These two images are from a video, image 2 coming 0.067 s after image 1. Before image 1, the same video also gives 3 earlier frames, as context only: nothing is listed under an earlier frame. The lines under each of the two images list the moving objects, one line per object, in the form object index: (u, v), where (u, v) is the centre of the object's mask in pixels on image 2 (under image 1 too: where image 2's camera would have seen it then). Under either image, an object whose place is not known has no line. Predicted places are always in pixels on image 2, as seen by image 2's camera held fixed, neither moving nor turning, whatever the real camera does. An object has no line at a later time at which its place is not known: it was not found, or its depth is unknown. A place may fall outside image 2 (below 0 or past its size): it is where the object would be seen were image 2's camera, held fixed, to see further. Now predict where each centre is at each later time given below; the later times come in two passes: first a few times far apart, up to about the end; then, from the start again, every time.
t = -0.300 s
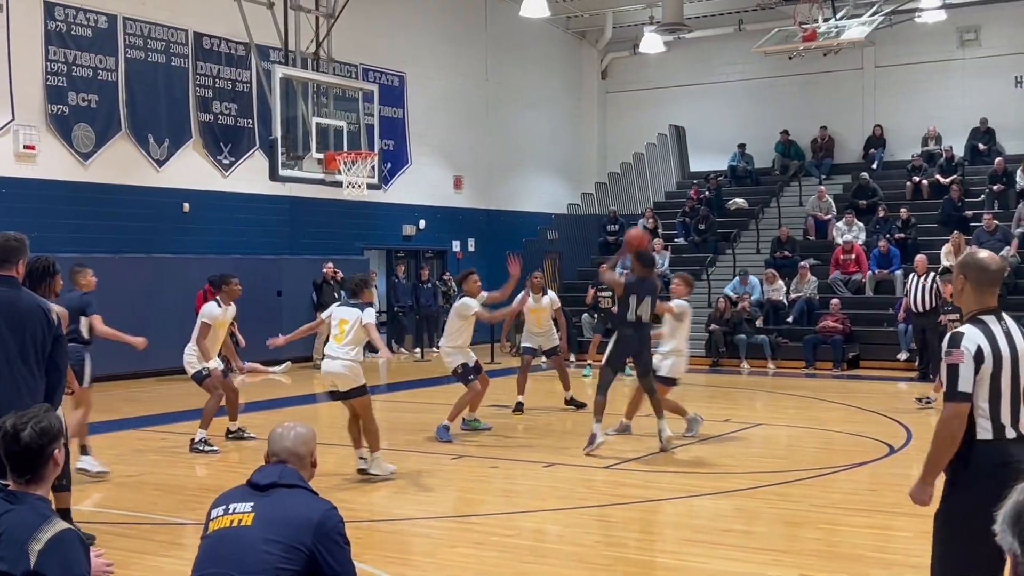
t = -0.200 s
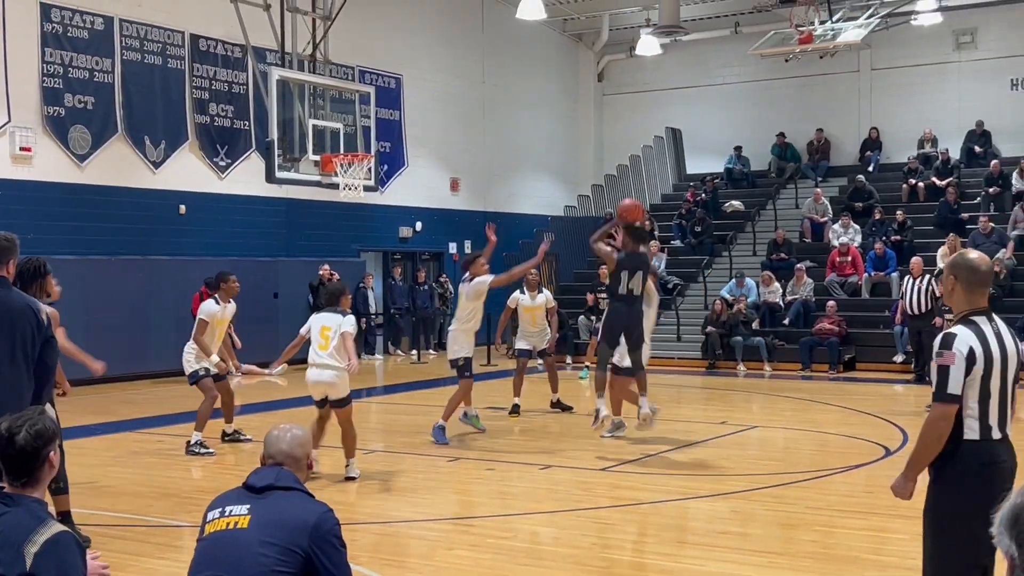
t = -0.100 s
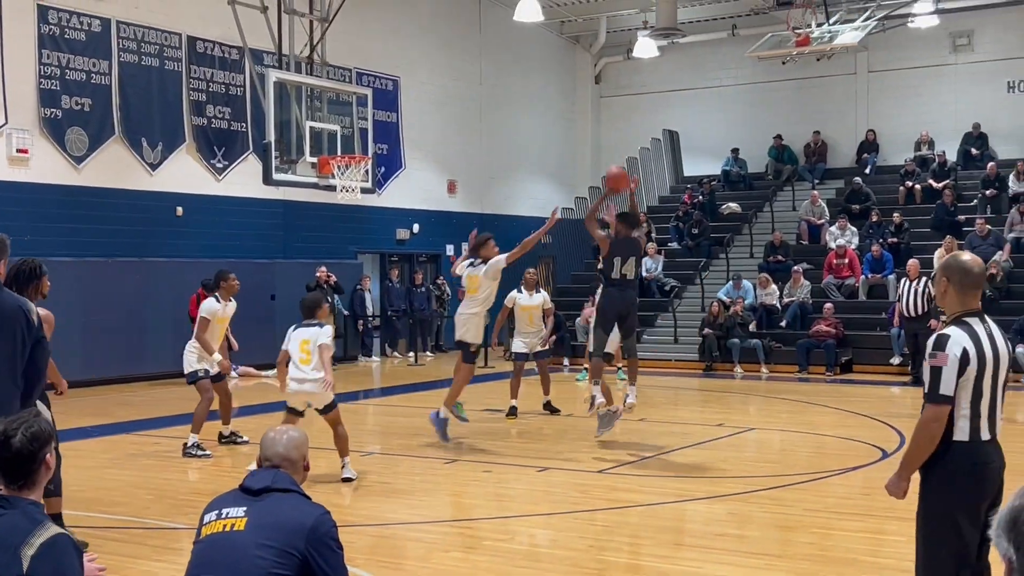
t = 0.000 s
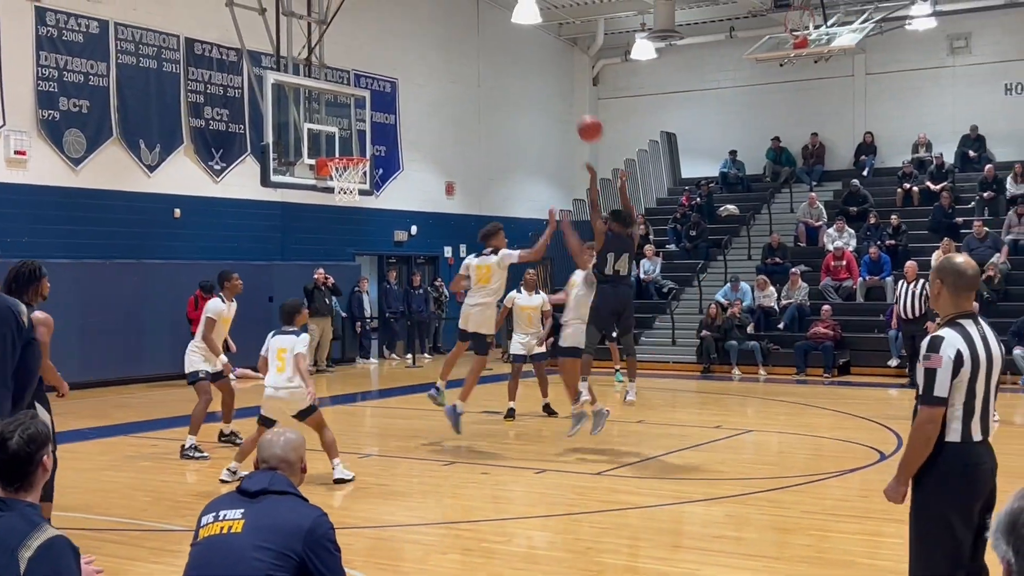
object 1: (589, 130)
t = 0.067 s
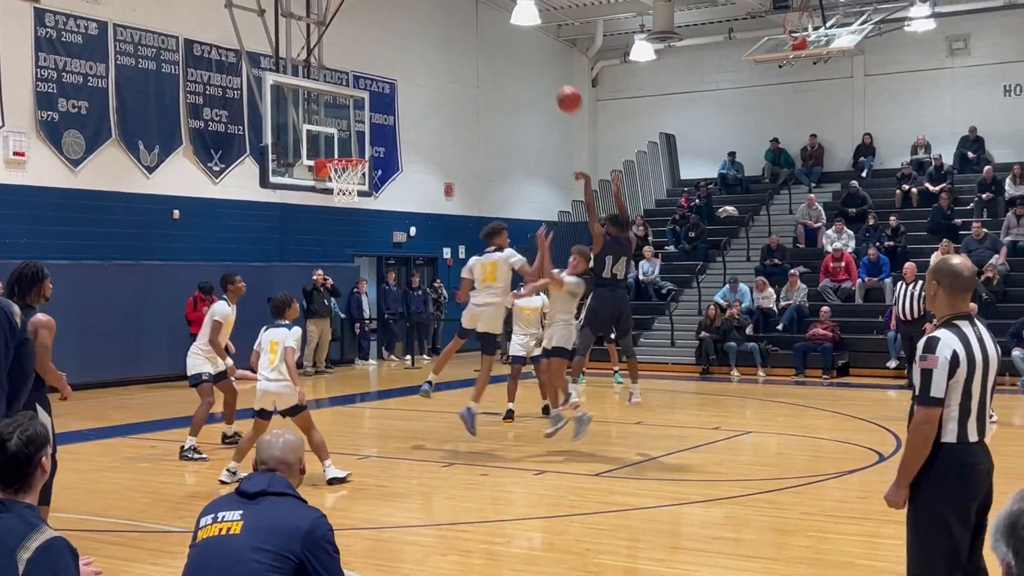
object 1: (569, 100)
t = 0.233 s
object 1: (523, 47)
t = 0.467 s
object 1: (463, 24)
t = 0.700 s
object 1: (411, 50)
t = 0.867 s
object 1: (376, 98)
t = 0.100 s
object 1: (560, 86)
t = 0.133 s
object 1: (550, 74)
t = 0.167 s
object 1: (541, 64)
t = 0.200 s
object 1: (532, 55)
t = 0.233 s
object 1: (523, 47)
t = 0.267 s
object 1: (514, 40)
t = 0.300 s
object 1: (505, 35)
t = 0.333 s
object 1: (496, 30)
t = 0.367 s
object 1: (488, 27)
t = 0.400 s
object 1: (480, 25)
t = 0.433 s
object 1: (471, 24)
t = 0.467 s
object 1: (463, 24)
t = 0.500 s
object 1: (456, 24)
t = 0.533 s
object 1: (448, 26)
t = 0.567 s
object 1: (440, 29)
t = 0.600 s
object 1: (433, 33)
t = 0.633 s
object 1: (425, 38)
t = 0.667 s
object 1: (418, 44)
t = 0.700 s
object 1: (411, 50)
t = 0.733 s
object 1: (404, 58)
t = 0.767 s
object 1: (396, 67)
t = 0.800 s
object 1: (389, 76)
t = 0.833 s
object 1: (382, 88)
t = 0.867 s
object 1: (376, 98)
